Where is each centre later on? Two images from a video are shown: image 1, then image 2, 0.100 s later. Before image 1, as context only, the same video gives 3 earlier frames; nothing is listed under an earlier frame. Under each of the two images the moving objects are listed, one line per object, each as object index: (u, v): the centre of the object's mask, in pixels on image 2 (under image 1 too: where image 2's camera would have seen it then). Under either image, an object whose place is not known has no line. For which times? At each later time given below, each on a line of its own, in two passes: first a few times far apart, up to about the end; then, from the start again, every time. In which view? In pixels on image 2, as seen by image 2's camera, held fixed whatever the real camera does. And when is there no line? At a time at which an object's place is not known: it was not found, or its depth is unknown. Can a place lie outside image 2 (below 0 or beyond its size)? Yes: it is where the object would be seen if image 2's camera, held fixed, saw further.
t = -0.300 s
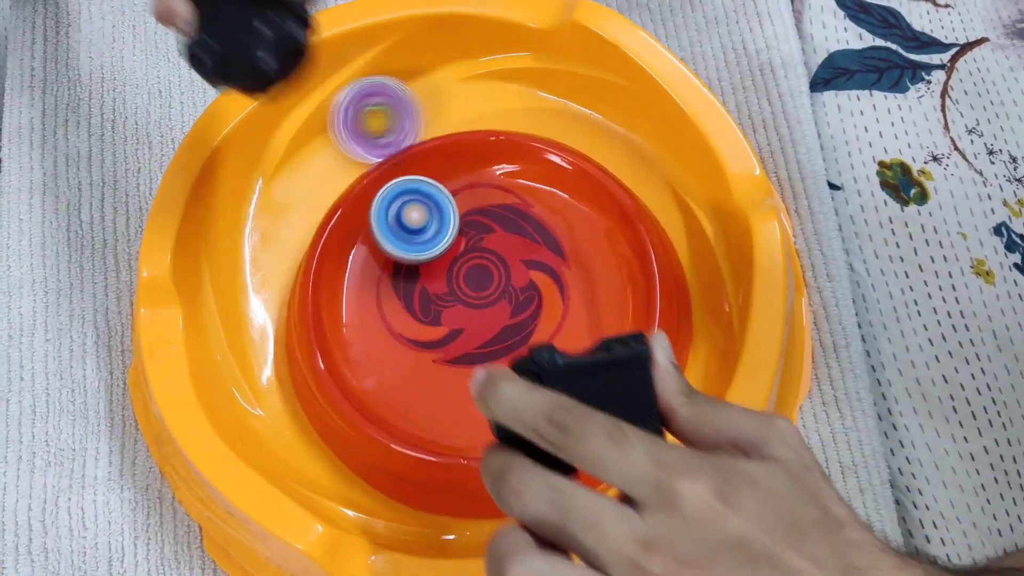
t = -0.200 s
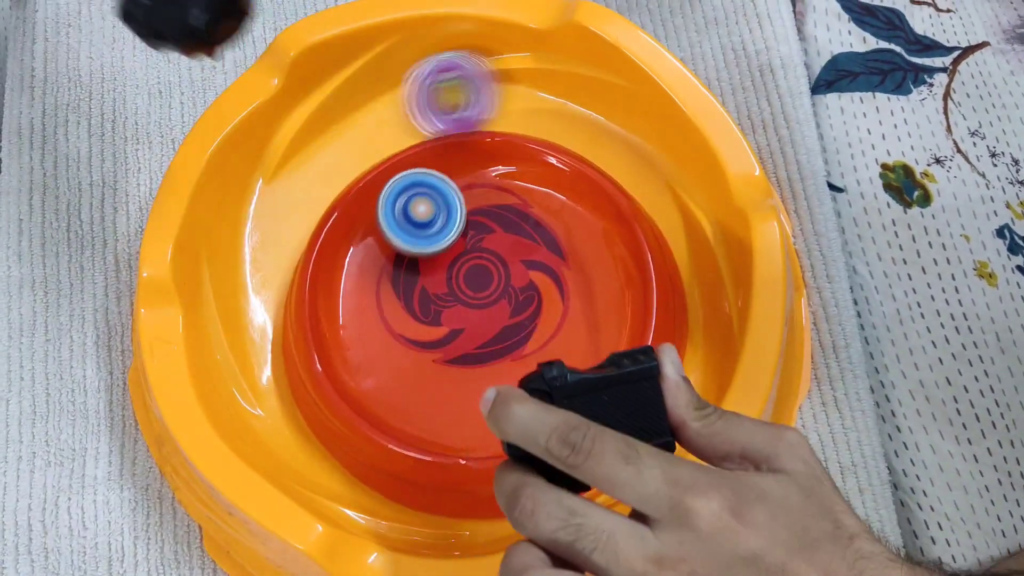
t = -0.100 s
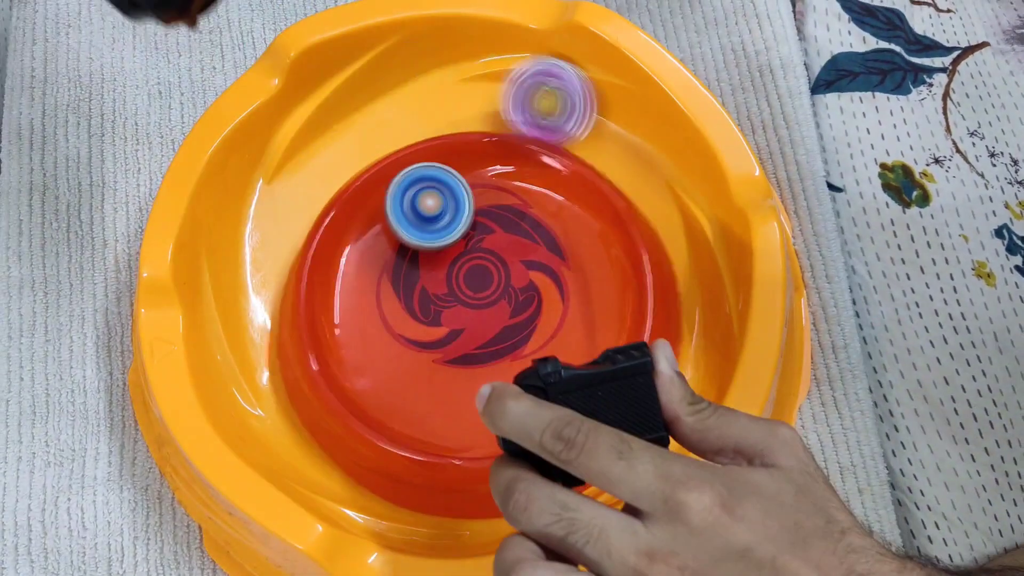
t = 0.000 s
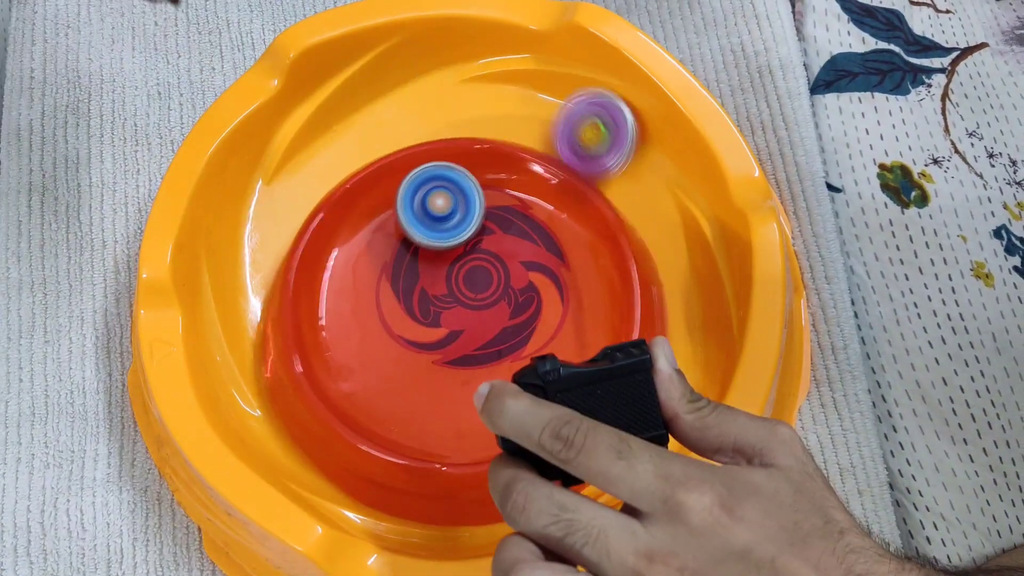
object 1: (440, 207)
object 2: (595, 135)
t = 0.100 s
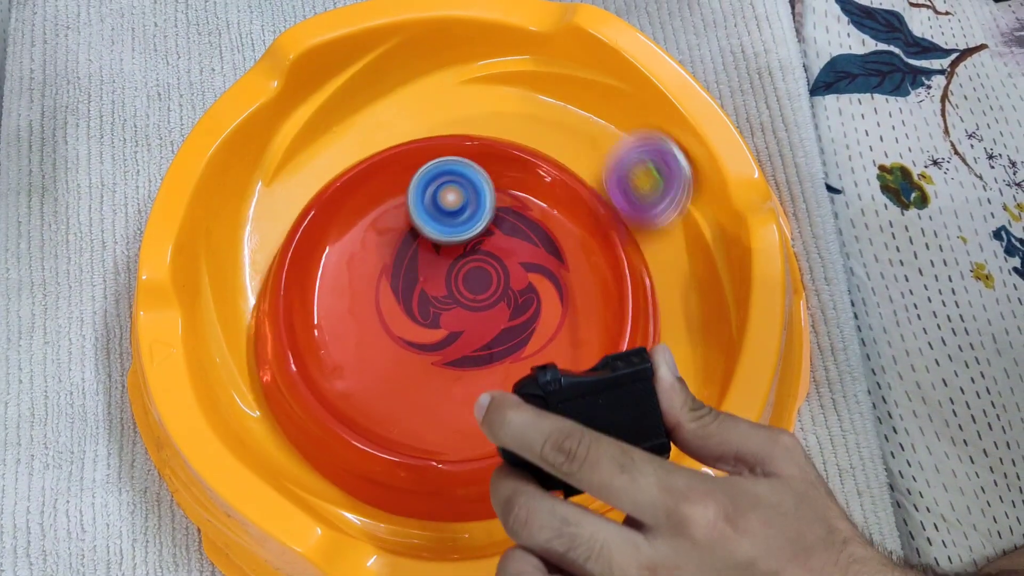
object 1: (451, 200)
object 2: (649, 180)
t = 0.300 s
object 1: (482, 199)
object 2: (676, 262)
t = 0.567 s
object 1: (533, 228)
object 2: (678, 290)
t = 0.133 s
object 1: (456, 198)
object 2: (664, 201)
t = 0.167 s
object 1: (462, 197)
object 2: (673, 226)
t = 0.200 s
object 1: (467, 197)
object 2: (676, 245)
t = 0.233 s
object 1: (471, 197)
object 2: (678, 258)
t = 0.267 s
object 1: (476, 198)
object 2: (679, 262)
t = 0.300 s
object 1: (482, 199)
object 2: (676, 262)
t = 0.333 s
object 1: (488, 201)
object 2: (672, 255)
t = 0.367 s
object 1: (495, 205)
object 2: (671, 248)
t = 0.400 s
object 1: (501, 209)
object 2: (671, 245)
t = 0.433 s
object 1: (509, 213)
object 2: (670, 245)
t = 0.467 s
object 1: (516, 217)
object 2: (673, 248)
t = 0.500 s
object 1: (523, 223)
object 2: (672, 256)
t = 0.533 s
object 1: (528, 226)
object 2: (673, 270)
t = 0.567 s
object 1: (533, 228)
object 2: (678, 290)
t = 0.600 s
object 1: (534, 230)
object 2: (679, 314)
